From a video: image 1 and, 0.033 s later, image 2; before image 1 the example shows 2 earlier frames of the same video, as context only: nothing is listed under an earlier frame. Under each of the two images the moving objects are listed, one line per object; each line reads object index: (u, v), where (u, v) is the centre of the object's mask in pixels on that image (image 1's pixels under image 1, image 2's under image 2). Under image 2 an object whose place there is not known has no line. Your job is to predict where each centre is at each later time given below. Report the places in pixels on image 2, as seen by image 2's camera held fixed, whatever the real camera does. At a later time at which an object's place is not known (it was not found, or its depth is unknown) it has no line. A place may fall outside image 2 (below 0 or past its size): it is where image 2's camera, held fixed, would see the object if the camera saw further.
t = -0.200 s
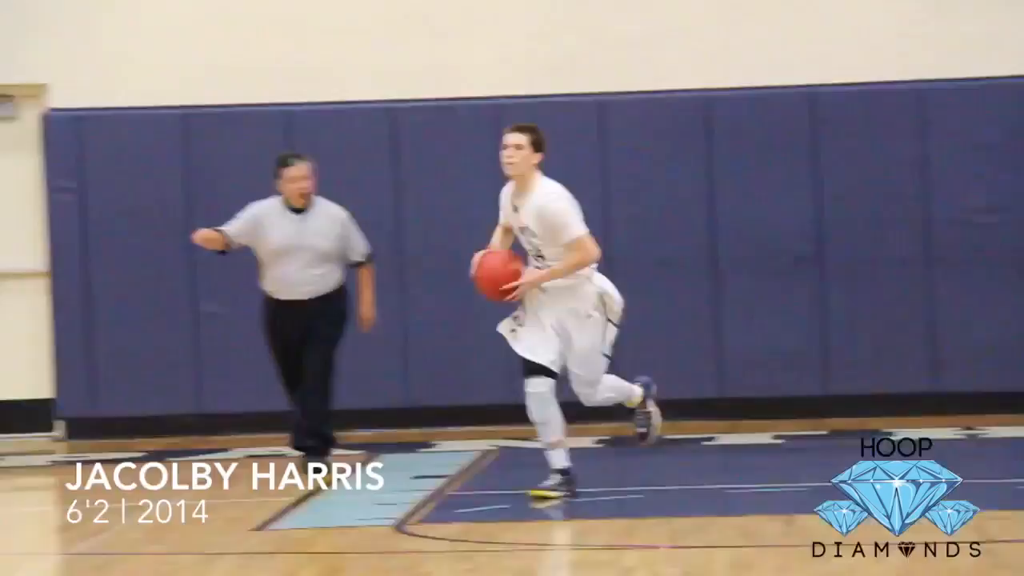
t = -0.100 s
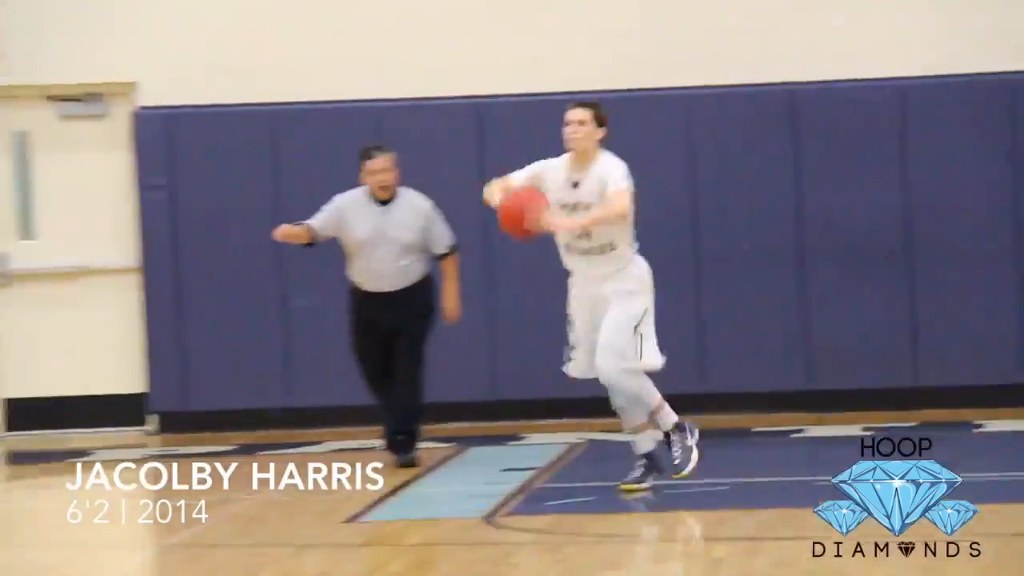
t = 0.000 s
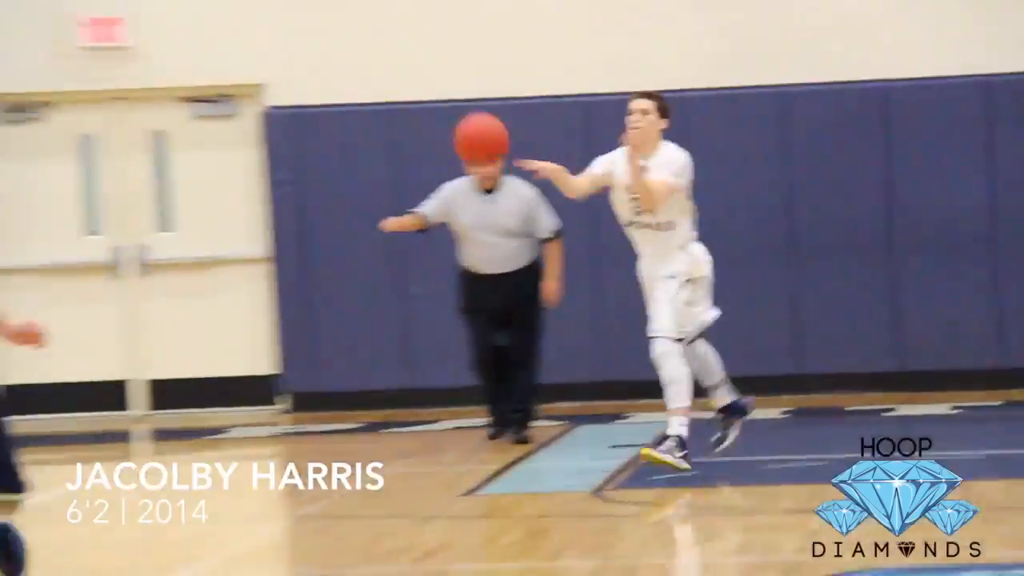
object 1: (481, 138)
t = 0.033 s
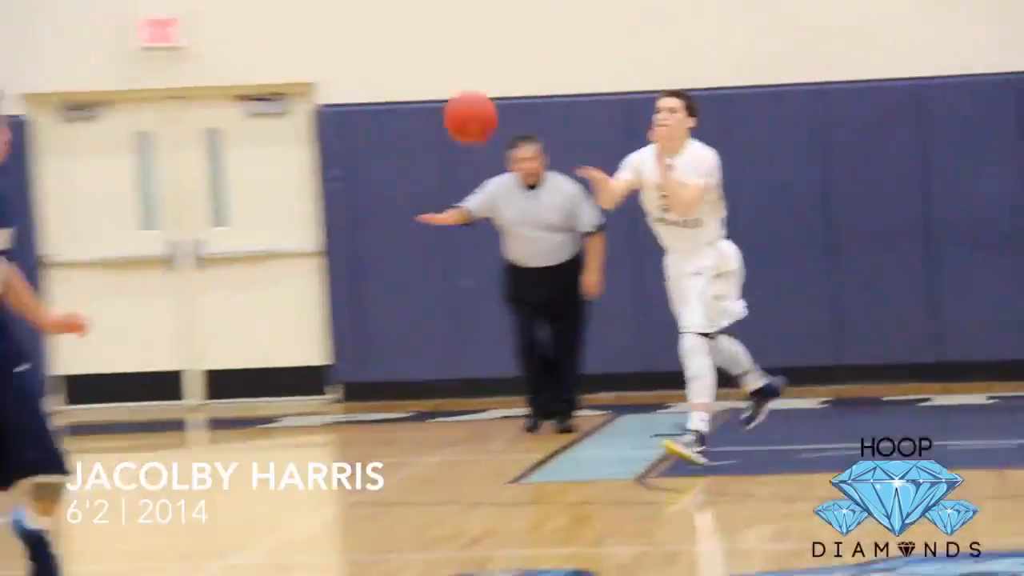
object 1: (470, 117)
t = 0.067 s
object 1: (411, 97)
